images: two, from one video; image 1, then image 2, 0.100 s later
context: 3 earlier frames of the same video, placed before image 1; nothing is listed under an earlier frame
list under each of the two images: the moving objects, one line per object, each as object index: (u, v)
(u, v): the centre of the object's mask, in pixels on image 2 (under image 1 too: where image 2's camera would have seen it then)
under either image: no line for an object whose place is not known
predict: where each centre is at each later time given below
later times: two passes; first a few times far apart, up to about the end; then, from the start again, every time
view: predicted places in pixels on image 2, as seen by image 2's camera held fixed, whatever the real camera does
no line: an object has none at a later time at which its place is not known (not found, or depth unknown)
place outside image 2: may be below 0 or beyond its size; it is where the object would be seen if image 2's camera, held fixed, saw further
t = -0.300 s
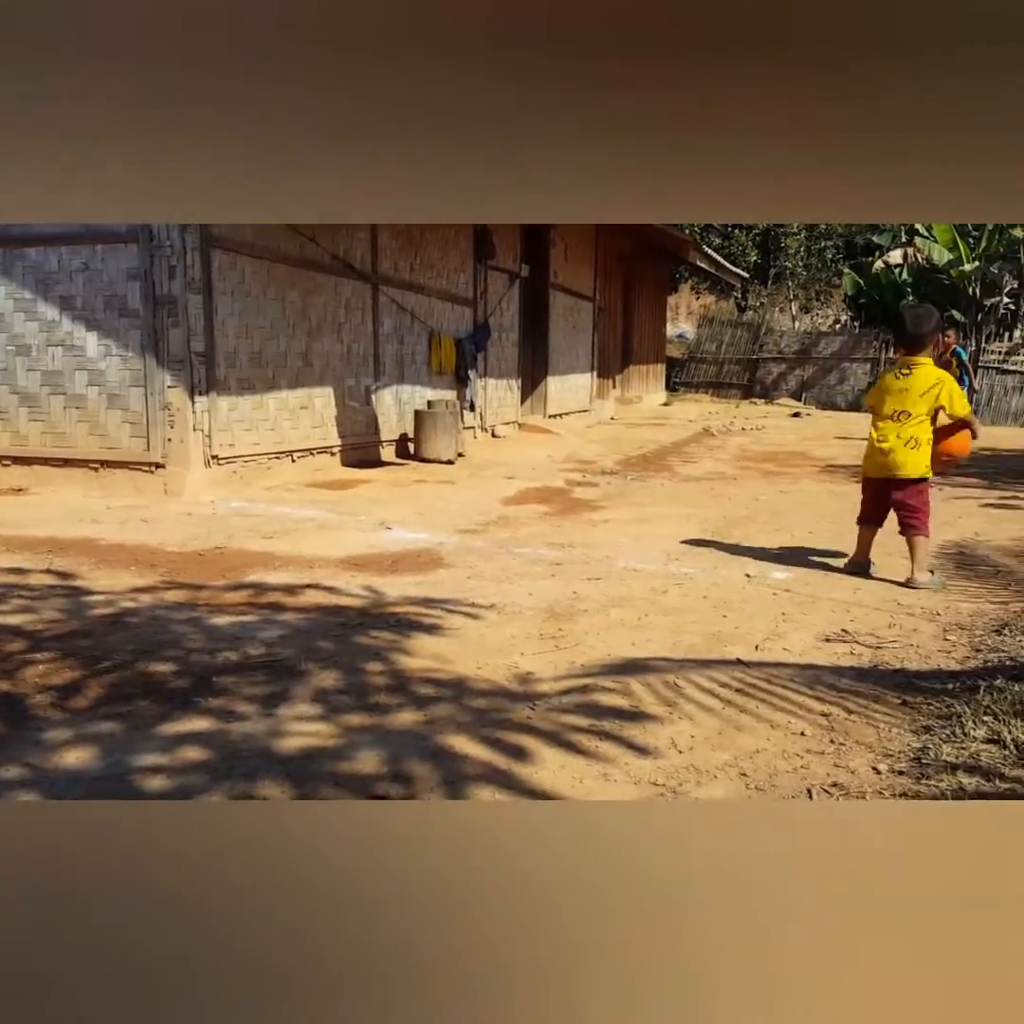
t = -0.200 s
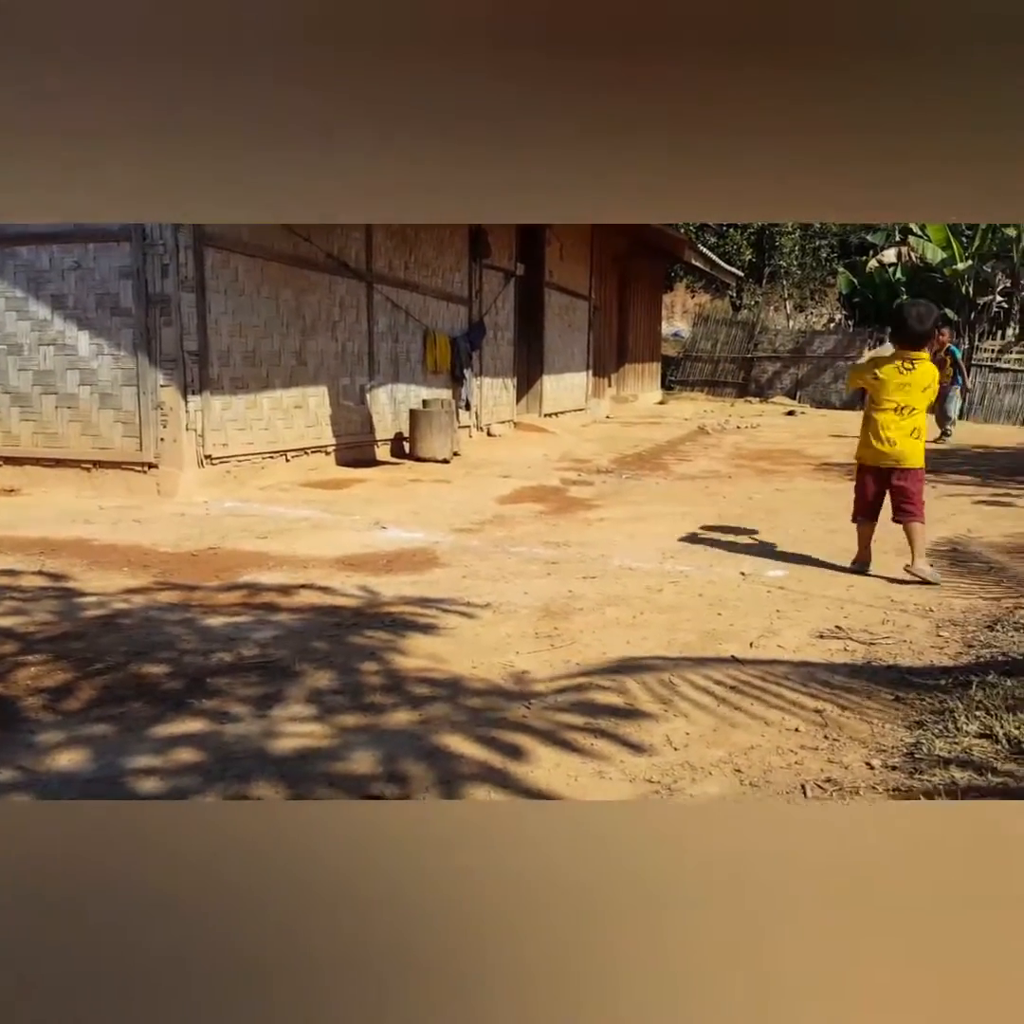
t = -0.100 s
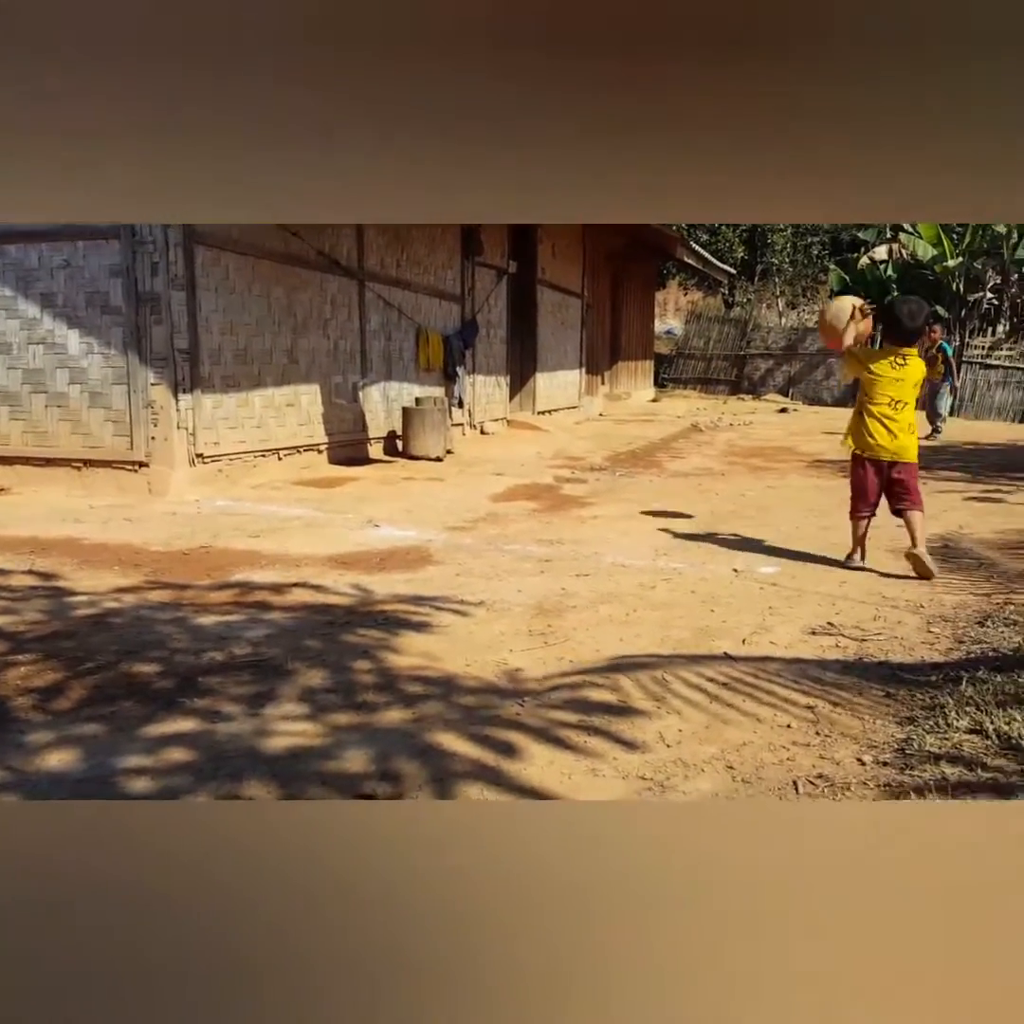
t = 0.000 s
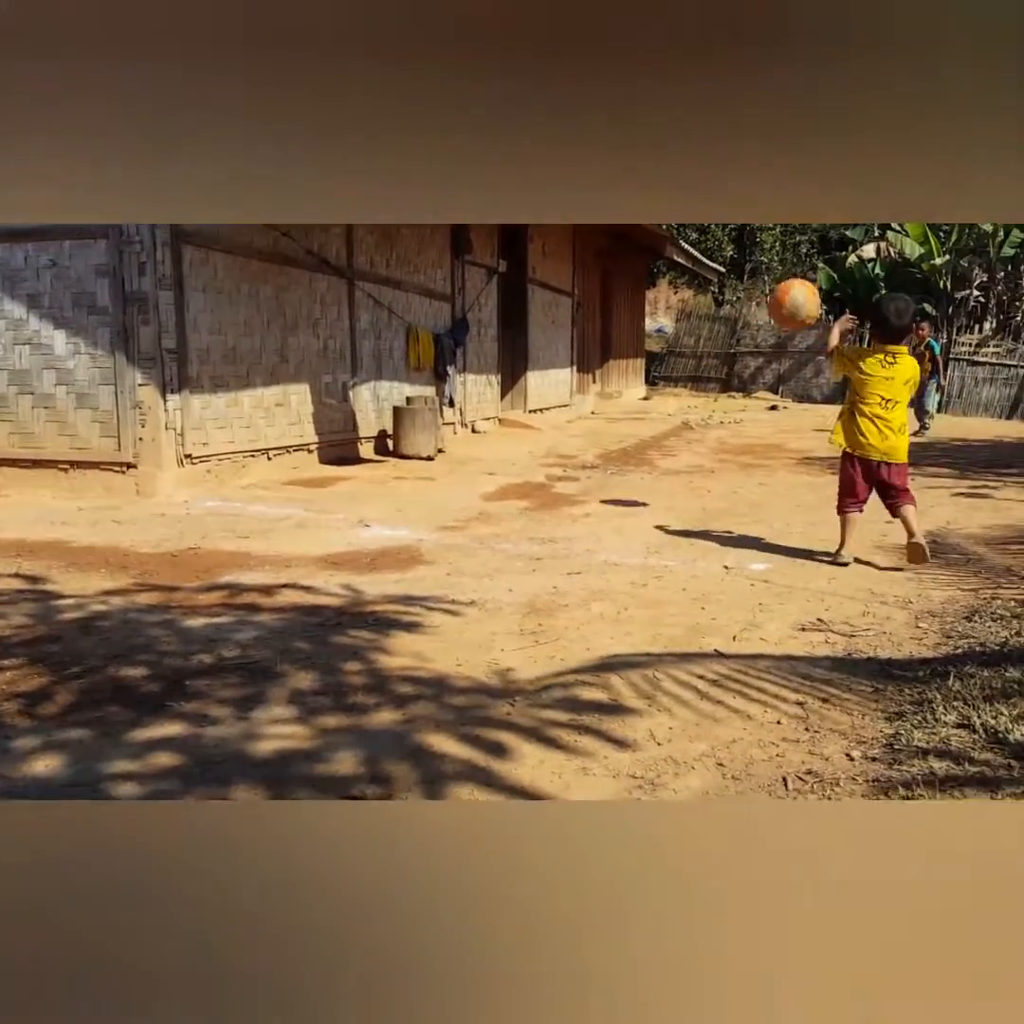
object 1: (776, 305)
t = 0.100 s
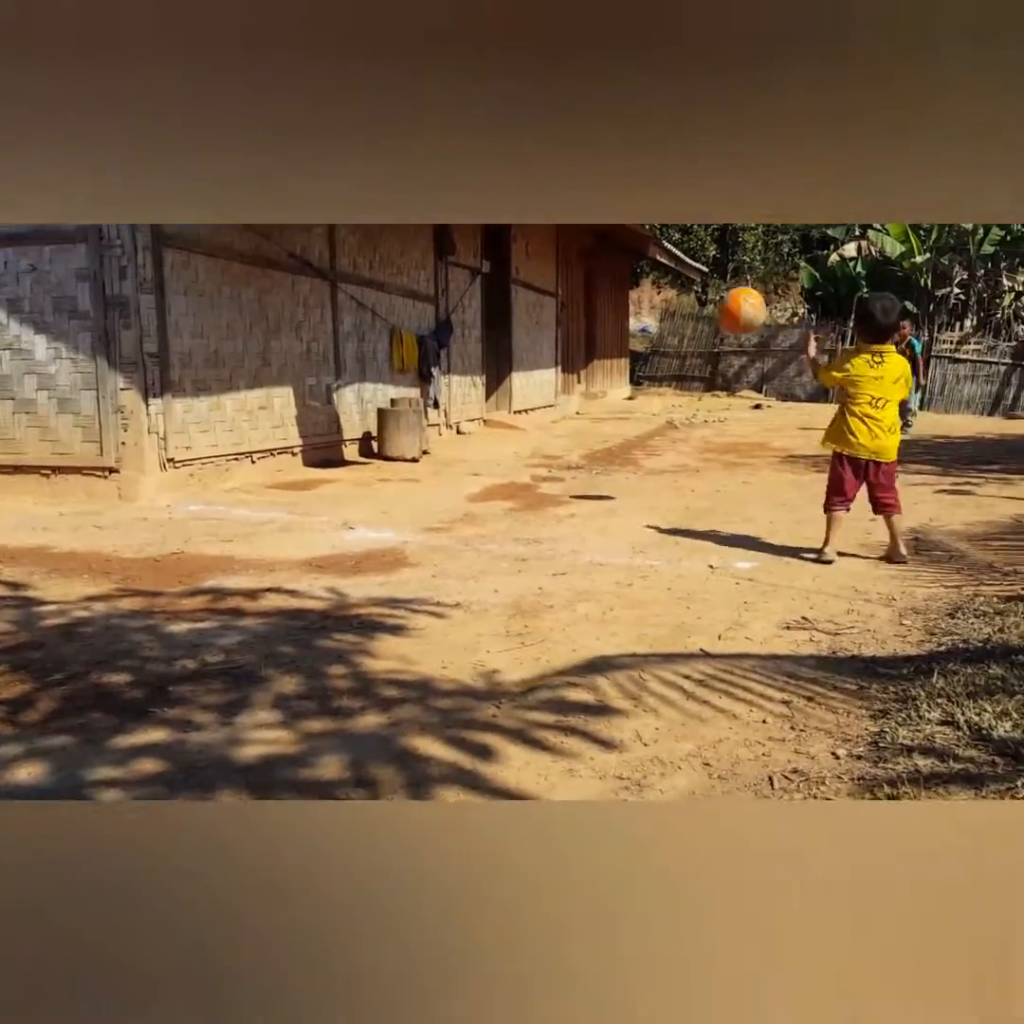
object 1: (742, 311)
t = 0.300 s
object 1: (683, 381)
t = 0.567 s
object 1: (630, 436)
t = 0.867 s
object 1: (596, 422)
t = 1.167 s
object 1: (567, 440)
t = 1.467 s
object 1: (548, 449)
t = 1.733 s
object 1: (540, 450)
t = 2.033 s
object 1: (533, 451)
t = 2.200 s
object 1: (533, 449)
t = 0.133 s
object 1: (731, 317)
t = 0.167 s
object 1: (720, 326)
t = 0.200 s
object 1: (711, 337)
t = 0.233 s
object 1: (702, 351)
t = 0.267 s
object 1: (693, 365)
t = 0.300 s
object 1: (683, 381)
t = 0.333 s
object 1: (673, 399)
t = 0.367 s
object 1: (664, 419)
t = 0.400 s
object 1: (657, 439)
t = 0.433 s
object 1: (648, 463)
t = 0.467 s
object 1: (642, 473)
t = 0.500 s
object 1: (638, 458)
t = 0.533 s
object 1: (634, 445)
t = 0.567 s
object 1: (630, 436)
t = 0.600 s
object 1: (627, 427)
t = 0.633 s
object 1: (622, 421)
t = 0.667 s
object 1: (617, 415)
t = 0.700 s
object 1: (613, 411)
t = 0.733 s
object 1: (610, 410)
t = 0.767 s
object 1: (607, 410)
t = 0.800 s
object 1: (604, 410)
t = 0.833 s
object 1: (600, 416)
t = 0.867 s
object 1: (596, 422)
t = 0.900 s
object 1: (593, 430)
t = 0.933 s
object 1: (591, 439)
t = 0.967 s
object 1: (586, 452)
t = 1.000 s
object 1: (582, 465)
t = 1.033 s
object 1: (579, 462)
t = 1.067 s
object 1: (575, 456)
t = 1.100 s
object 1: (572, 450)
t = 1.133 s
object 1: (570, 444)
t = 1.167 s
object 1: (567, 440)
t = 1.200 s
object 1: (565, 438)
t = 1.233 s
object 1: (563, 436)
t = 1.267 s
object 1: (560, 439)
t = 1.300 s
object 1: (558, 443)
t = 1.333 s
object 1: (555, 450)
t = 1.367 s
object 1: (552, 456)
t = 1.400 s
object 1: (552, 457)
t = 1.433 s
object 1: (551, 452)
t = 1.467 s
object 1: (548, 449)
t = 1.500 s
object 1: (547, 447)
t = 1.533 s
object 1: (546, 446)
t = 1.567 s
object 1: (545, 448)
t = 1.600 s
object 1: (543, 452)
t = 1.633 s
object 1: (543, 455)
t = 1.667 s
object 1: (542, 453)
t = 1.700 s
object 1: (541, 452)
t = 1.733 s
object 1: (540, 450)
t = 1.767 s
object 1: (540, 451)
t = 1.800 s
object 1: (538, 452)
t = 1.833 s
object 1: (538, 452)
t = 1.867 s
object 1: (537, 452)
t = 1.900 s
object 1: (536, 451)
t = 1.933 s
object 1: (535, 452)
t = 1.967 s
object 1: (534, 451)
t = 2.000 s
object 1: (533, 451)
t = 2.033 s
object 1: (533, 451)
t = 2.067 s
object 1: (533, 450)
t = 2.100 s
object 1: (533, 451)
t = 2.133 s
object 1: (533, 450)
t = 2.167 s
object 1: (533, 449)
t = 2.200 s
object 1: (533, 449)
